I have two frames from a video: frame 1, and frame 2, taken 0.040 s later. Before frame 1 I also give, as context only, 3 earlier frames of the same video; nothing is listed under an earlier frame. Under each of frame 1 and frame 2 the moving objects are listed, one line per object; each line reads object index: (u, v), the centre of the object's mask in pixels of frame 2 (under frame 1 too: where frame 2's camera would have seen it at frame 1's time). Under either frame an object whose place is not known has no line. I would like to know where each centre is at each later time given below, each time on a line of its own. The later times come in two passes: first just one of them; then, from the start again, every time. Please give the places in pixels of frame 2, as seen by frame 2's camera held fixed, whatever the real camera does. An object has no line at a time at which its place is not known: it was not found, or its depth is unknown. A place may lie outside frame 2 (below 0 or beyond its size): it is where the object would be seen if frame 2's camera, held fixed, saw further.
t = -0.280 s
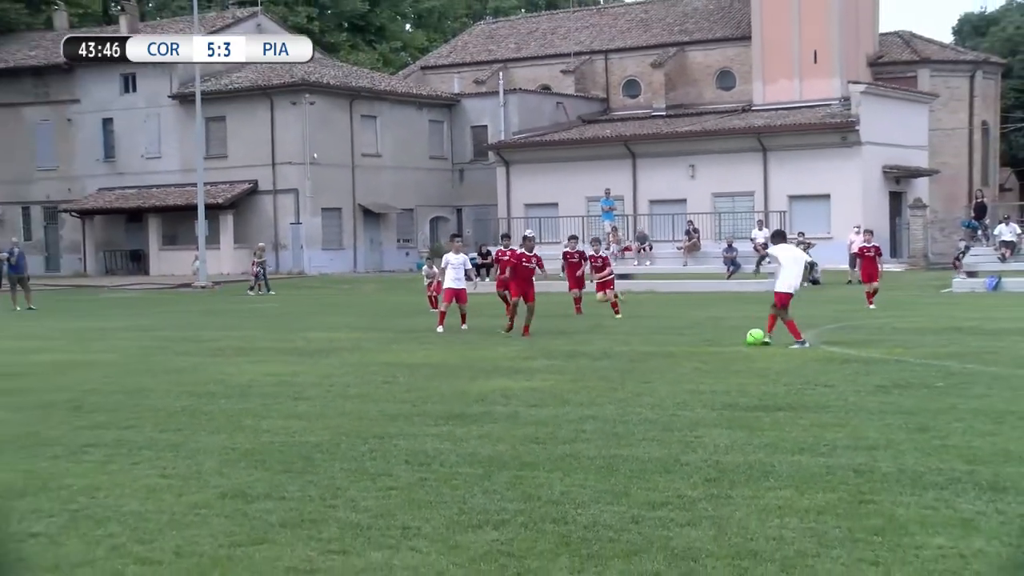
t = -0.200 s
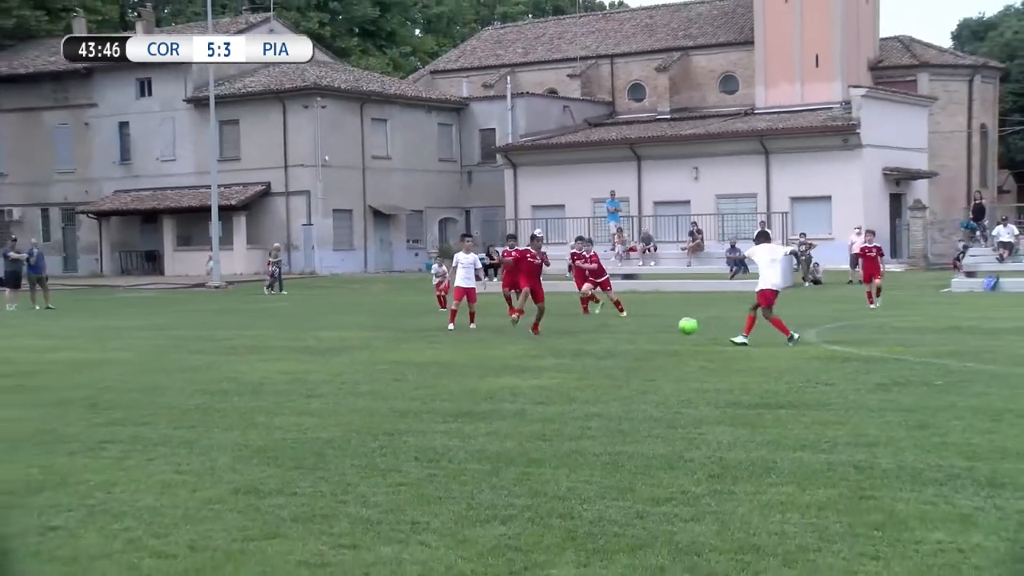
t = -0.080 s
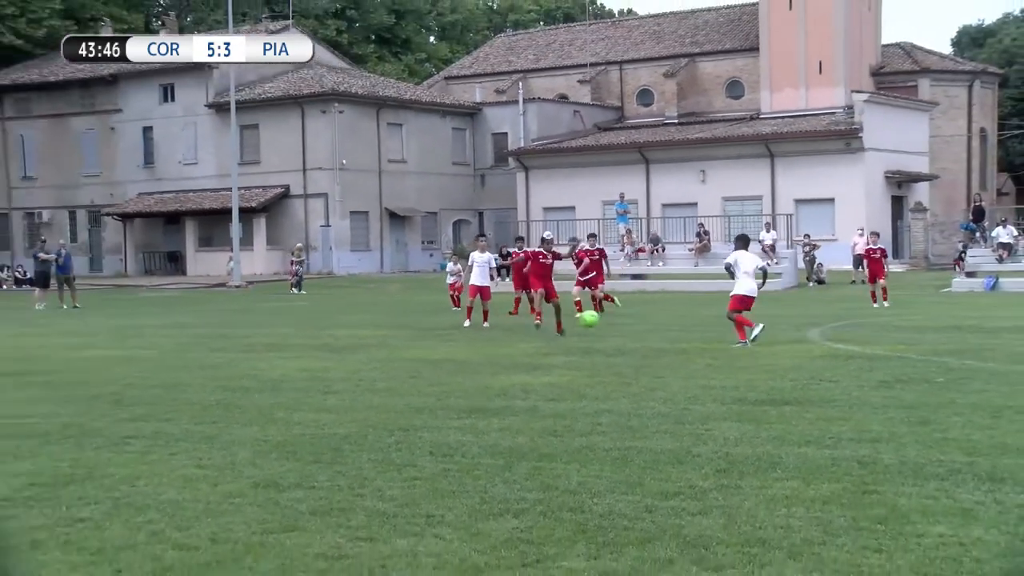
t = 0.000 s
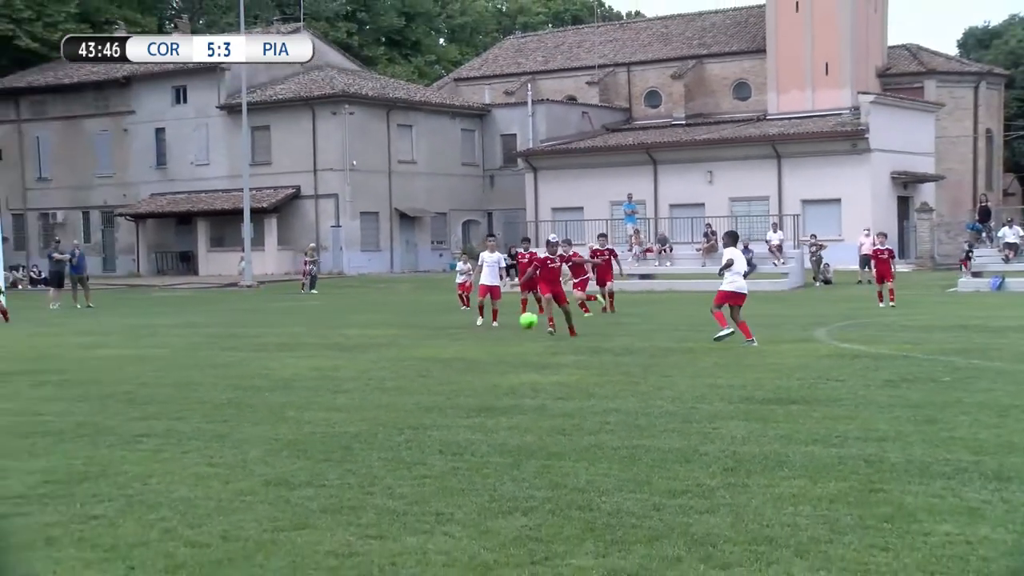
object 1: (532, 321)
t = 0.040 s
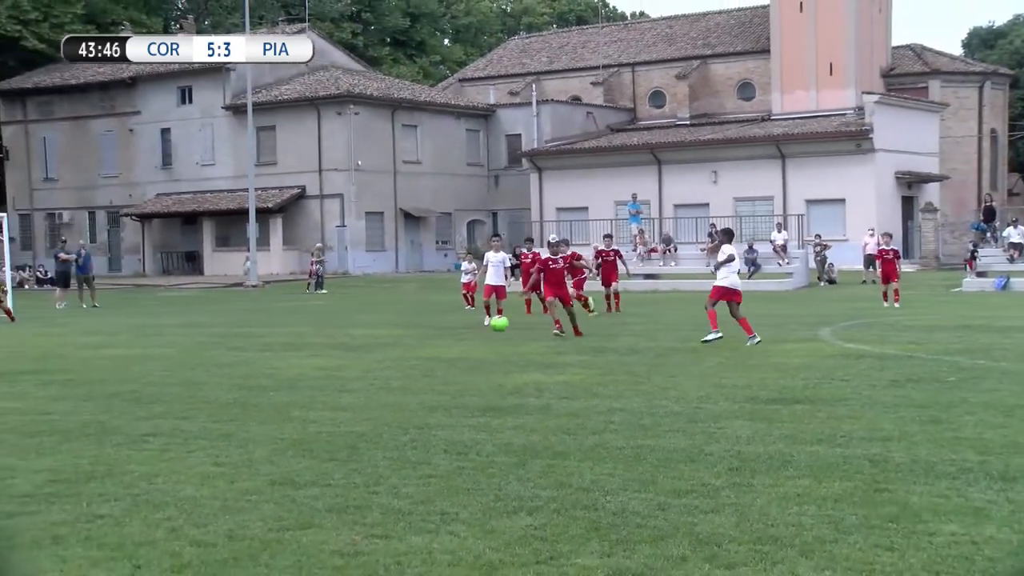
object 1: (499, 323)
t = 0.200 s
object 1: (376, 344)
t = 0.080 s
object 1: (466, 327)
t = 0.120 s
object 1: (437, 332)
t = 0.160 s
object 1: (405, 340)
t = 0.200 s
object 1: (376, 344)
